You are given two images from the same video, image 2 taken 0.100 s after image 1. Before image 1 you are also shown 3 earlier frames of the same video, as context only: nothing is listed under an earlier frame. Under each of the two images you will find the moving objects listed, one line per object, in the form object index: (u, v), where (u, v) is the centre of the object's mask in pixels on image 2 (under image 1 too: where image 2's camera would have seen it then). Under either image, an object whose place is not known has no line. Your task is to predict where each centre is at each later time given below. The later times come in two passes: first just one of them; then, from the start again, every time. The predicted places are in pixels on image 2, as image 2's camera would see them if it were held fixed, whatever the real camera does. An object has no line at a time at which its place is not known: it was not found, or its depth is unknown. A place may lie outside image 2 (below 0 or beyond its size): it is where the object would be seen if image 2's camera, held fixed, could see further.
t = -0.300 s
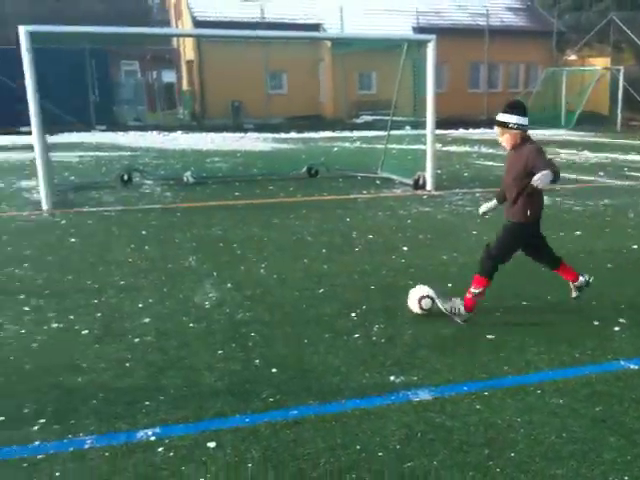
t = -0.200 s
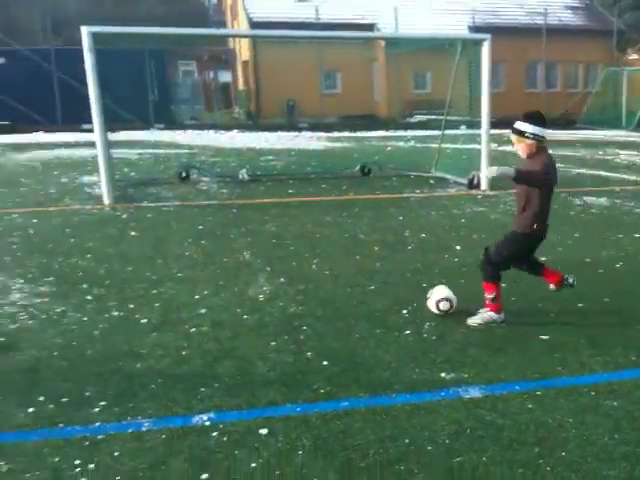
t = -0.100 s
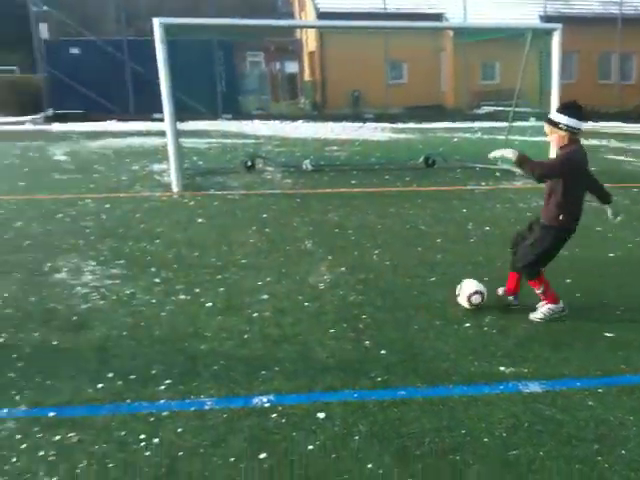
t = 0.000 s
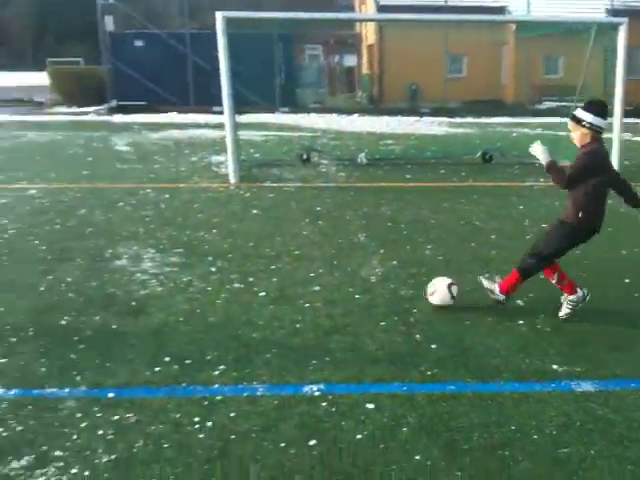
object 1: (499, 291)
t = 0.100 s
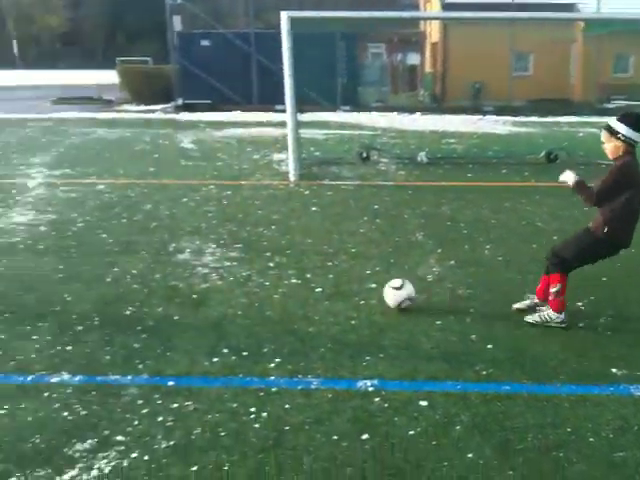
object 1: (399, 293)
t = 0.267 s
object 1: (243, 295)
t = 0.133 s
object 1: (366, 294)
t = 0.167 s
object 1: (335, 293)
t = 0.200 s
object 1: (304, 294)
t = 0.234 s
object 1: (274, 294)
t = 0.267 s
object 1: (243, 295)
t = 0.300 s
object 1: (214, 294)
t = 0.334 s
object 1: (186, 295)
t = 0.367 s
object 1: (158, 295)
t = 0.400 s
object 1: (131, 294)
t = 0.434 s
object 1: (104, 295)
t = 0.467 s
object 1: (78, 296)
